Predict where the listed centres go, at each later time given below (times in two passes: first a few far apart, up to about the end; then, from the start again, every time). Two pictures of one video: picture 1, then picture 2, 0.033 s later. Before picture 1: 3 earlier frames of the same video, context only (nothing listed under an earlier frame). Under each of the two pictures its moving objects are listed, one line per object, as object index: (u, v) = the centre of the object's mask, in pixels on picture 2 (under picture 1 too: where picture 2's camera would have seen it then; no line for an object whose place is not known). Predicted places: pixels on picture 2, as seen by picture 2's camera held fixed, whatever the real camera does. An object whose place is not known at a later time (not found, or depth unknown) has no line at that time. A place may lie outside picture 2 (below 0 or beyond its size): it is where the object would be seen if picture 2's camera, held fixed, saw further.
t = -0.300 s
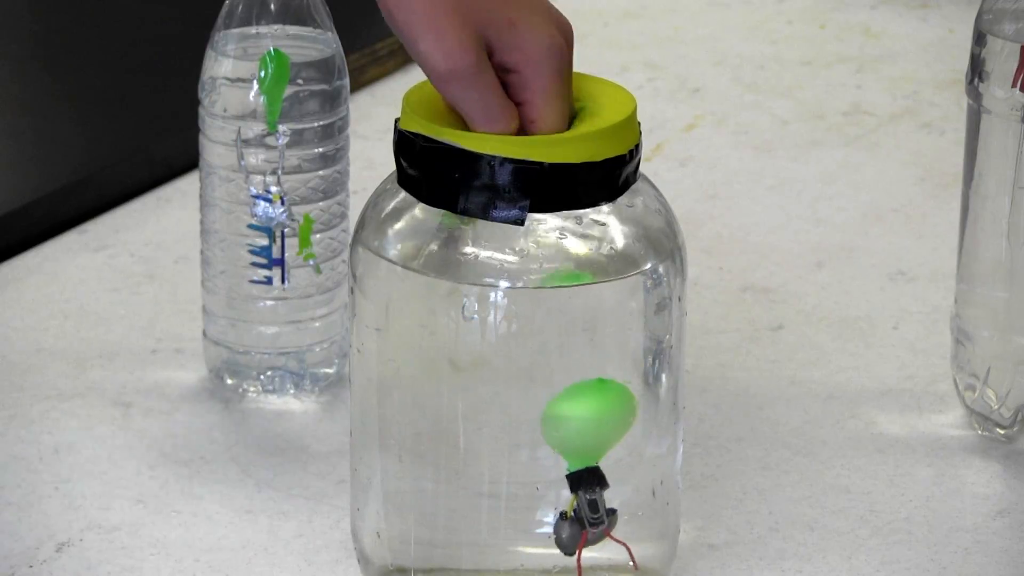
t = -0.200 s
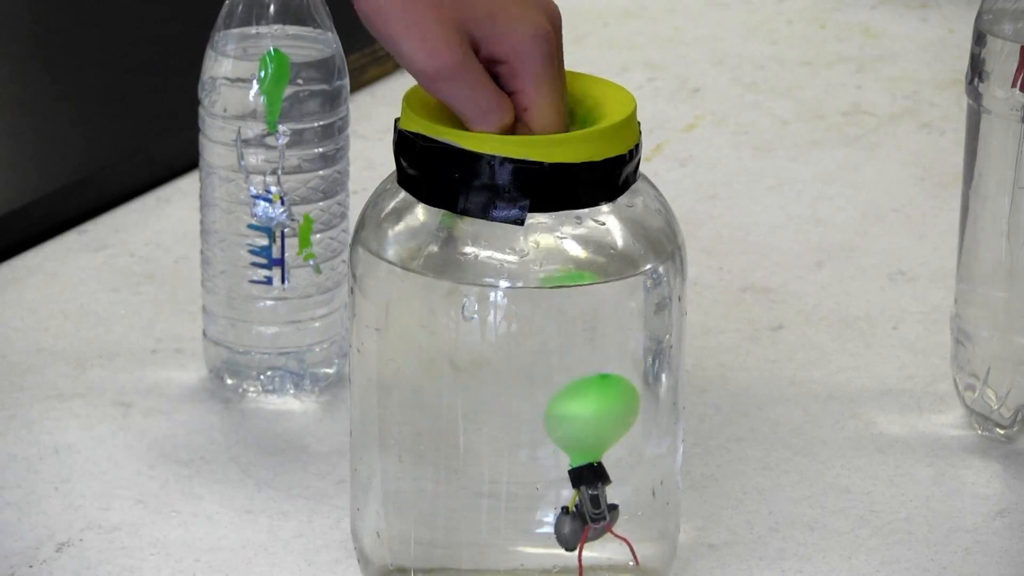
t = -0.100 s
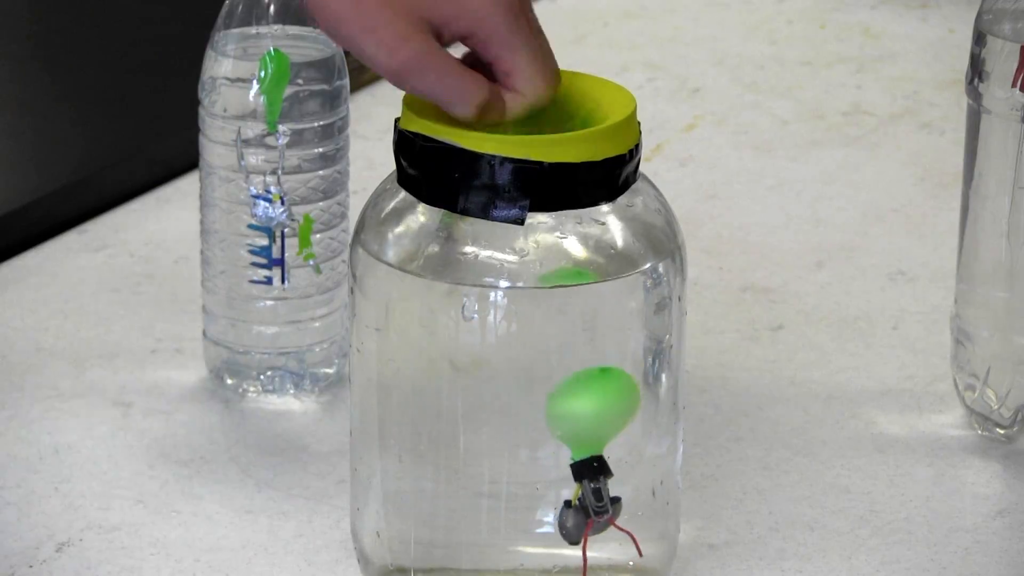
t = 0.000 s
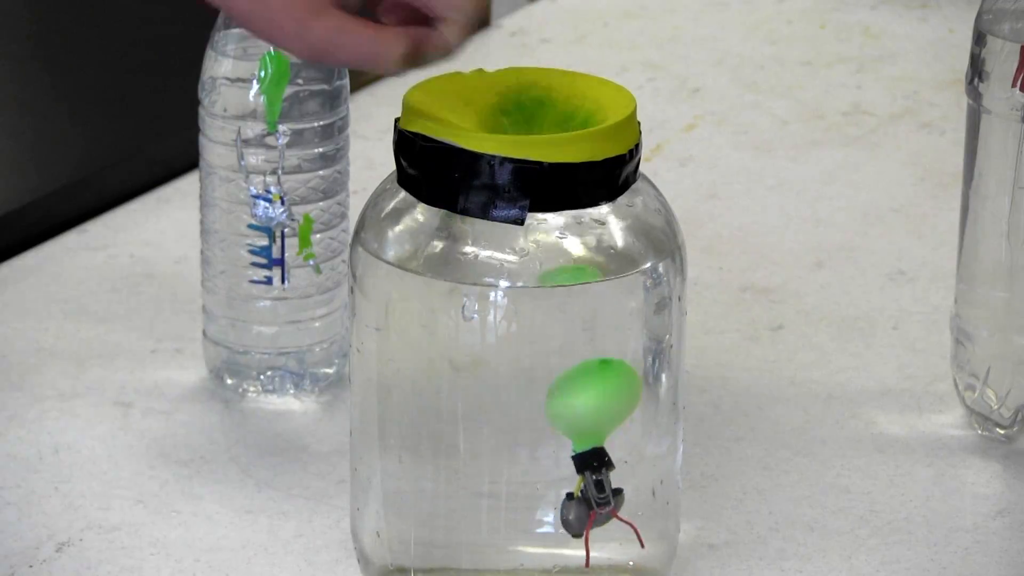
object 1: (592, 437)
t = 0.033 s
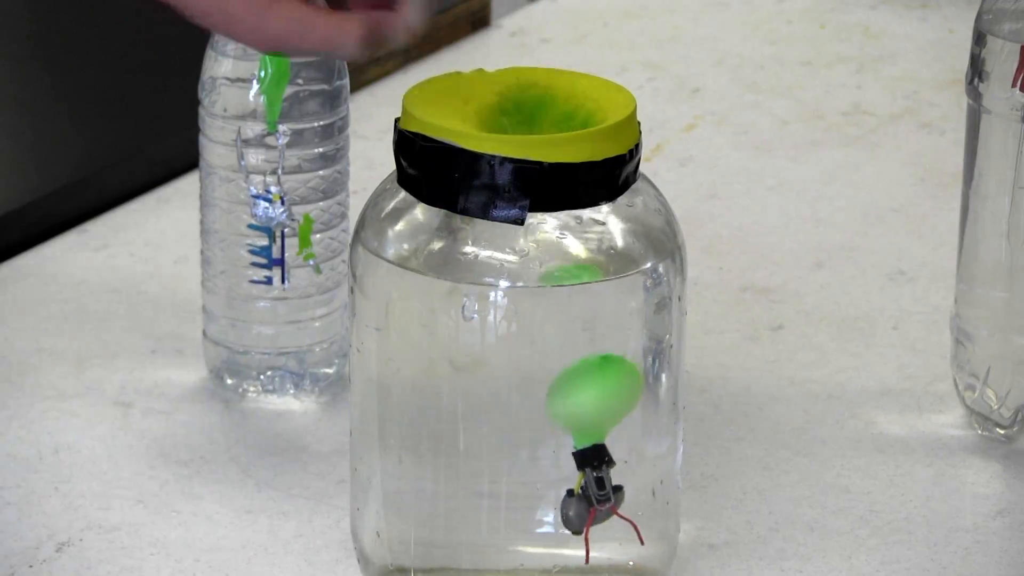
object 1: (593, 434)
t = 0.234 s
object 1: (597, 408)
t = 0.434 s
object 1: (600, 367)
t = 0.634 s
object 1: (605, 347)
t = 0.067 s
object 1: (594, 430)
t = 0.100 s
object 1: (595, 427)
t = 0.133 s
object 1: (596, 423)
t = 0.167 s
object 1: (597, 418)
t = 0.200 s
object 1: (597, 413)
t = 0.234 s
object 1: (597, 408)
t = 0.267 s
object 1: (598, 403)
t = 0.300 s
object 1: (598, 397)
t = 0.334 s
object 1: (598, 390)
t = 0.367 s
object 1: (599, 382)
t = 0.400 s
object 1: (599, 374)
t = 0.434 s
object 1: (600, 367)
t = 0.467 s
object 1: (601, 362)
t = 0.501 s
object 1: (603, 358)
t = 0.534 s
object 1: (603, 355)
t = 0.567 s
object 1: (604, 354)
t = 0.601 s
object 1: (605, 351)
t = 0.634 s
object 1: (605, 347)
